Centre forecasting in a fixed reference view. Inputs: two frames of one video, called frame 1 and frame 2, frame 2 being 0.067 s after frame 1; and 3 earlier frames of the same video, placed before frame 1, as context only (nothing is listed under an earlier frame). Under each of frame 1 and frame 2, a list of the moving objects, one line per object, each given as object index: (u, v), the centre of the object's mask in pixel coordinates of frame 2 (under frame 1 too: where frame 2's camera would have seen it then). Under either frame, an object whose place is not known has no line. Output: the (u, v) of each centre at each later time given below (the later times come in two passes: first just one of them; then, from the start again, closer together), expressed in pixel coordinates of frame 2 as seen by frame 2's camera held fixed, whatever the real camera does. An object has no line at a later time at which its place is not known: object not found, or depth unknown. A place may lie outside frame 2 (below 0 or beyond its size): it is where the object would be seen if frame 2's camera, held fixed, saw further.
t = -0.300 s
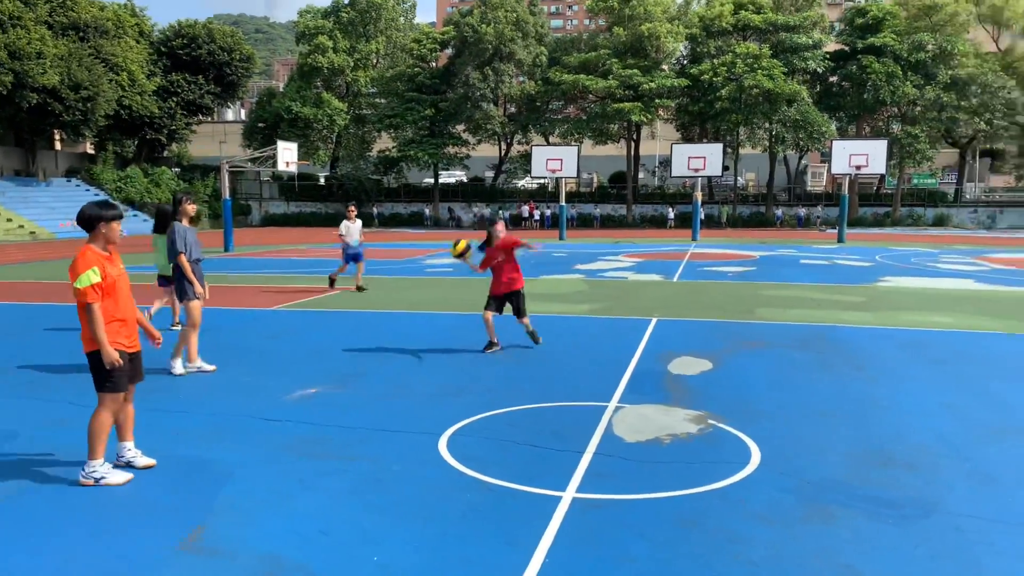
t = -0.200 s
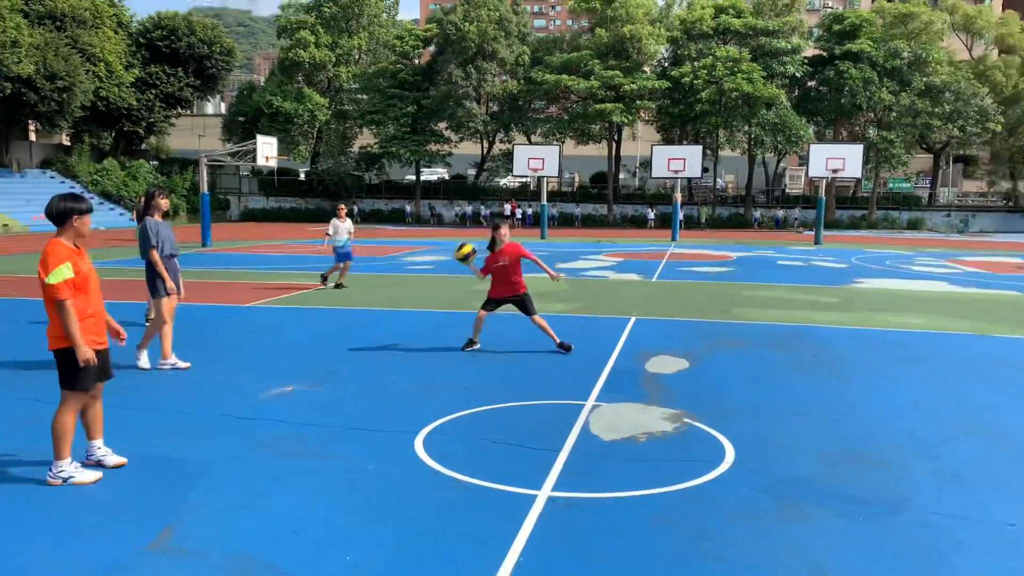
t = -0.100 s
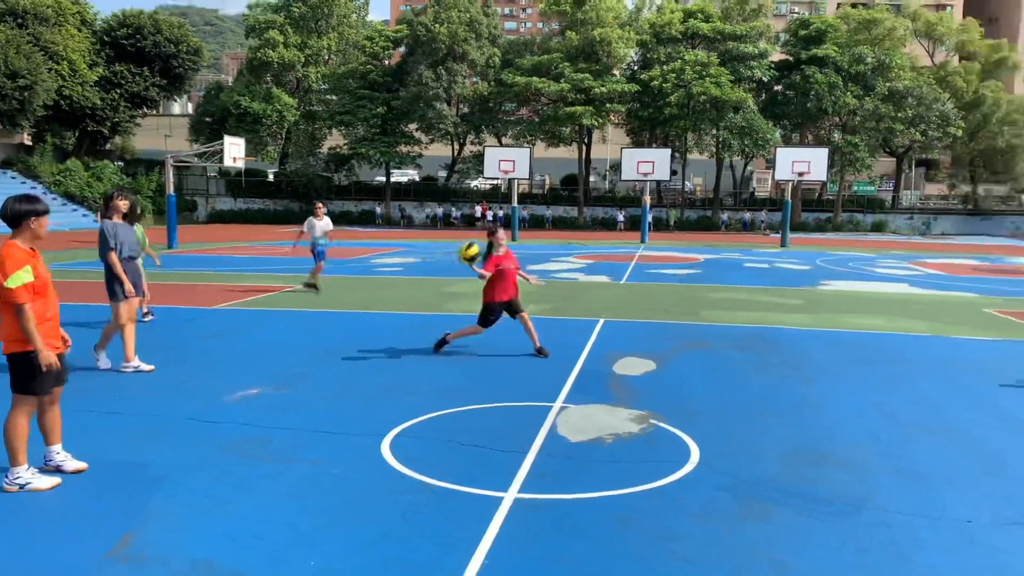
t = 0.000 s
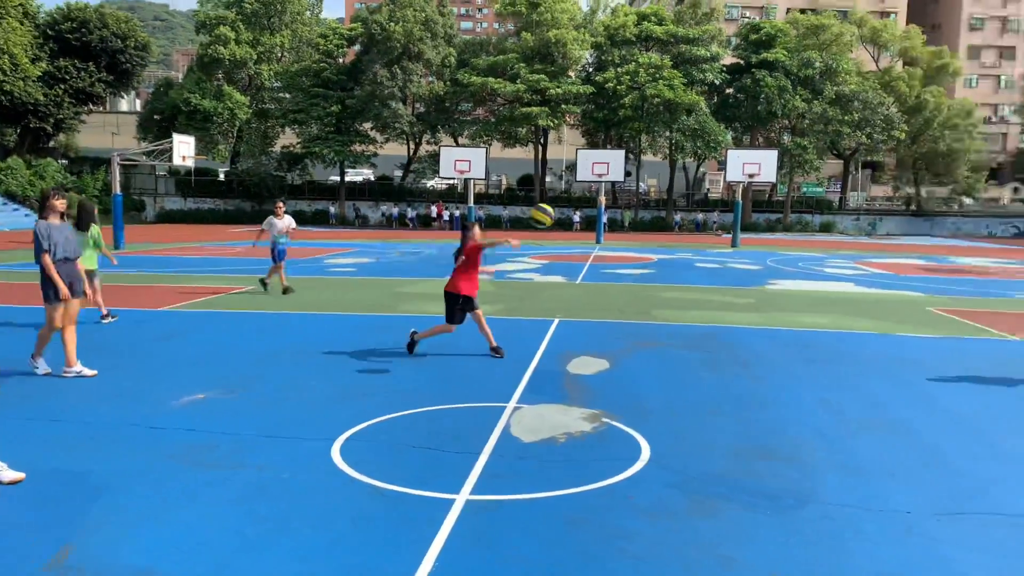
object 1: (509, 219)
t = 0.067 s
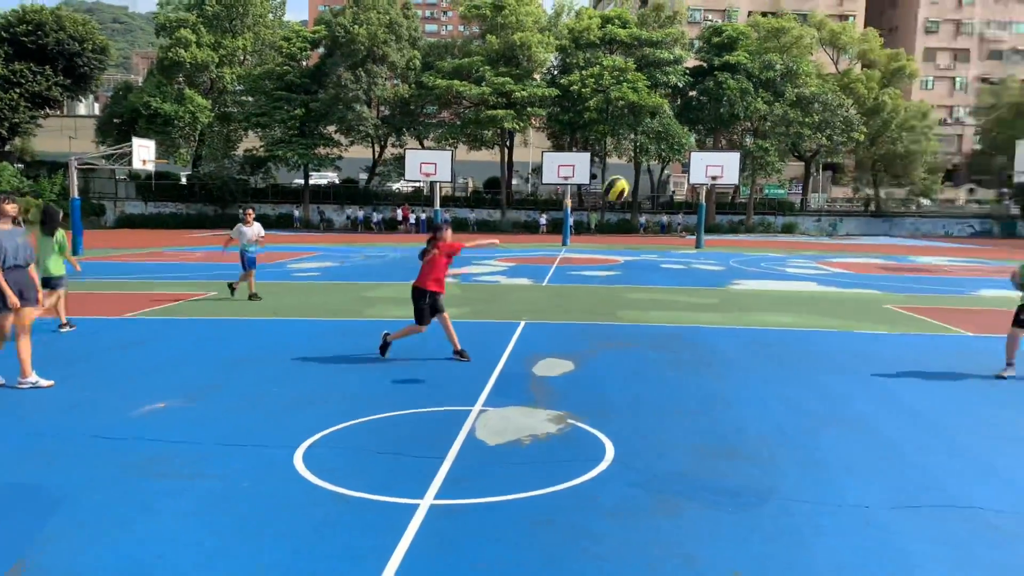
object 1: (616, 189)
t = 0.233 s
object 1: (907, 129)
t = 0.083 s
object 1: (644, 182)
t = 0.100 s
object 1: (671, 175)
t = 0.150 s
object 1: (758, 154)
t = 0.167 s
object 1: (790, 148)
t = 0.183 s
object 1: (817, 144)
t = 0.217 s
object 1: (877, 133)
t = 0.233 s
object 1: (907, 129)
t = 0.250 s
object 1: (939, 125)
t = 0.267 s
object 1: (969, 120)
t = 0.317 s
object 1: (1061, 110)
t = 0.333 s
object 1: (1093, 109)
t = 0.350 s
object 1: (1127, 107)
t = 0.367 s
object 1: (1158, 104)
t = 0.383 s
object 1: (1190, 102)
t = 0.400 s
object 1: (1222, 101)
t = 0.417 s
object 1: (1255, 98)
